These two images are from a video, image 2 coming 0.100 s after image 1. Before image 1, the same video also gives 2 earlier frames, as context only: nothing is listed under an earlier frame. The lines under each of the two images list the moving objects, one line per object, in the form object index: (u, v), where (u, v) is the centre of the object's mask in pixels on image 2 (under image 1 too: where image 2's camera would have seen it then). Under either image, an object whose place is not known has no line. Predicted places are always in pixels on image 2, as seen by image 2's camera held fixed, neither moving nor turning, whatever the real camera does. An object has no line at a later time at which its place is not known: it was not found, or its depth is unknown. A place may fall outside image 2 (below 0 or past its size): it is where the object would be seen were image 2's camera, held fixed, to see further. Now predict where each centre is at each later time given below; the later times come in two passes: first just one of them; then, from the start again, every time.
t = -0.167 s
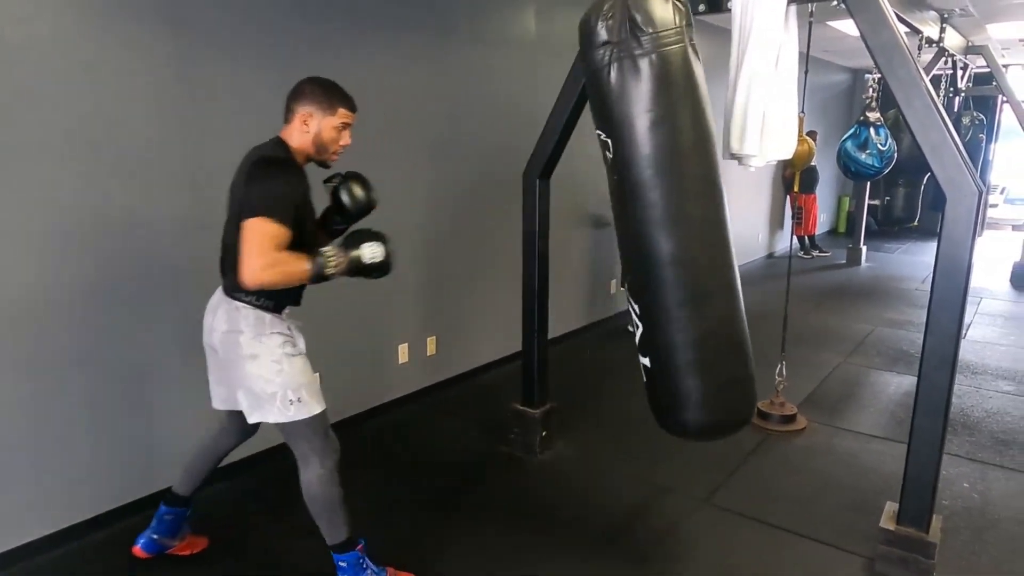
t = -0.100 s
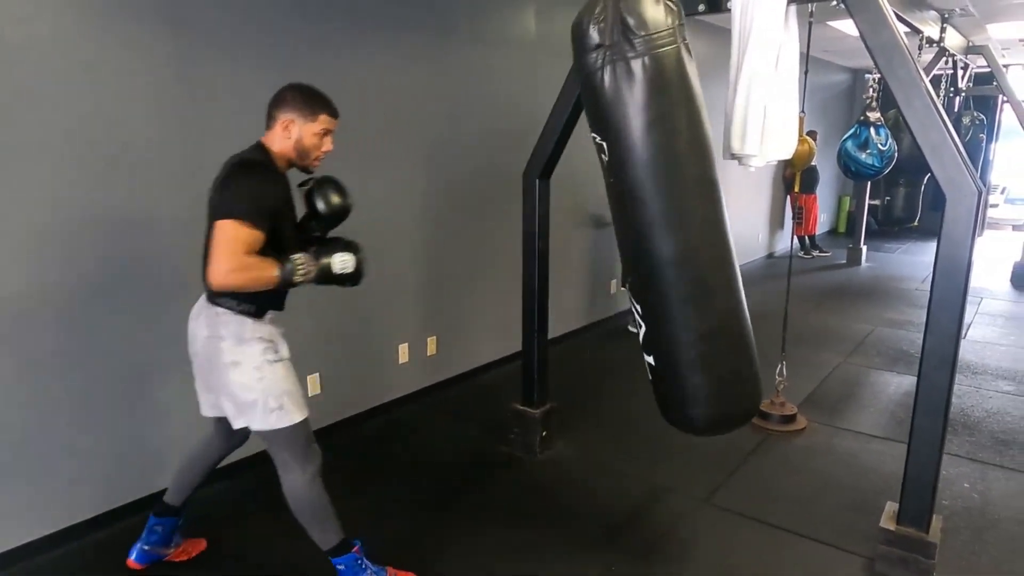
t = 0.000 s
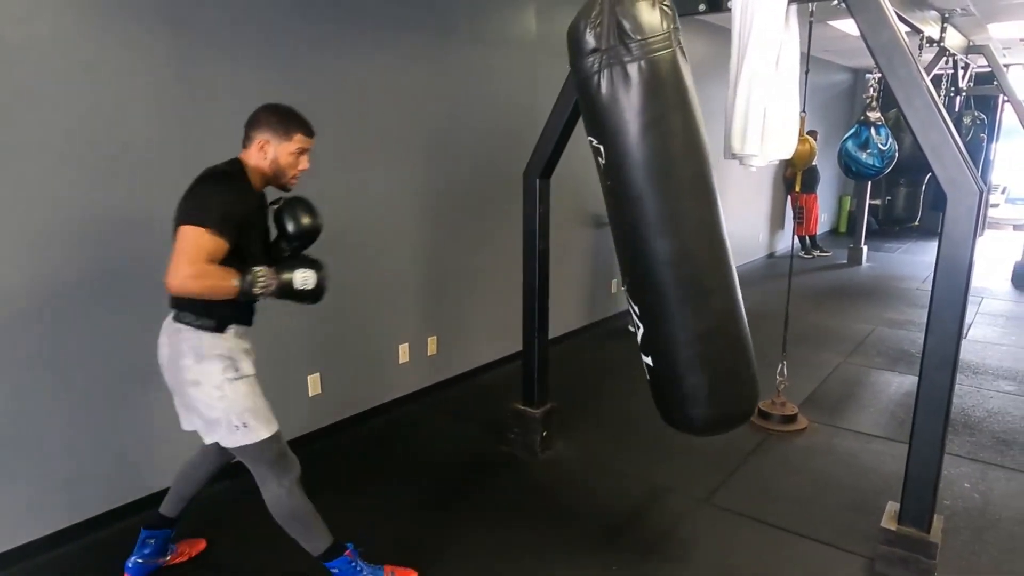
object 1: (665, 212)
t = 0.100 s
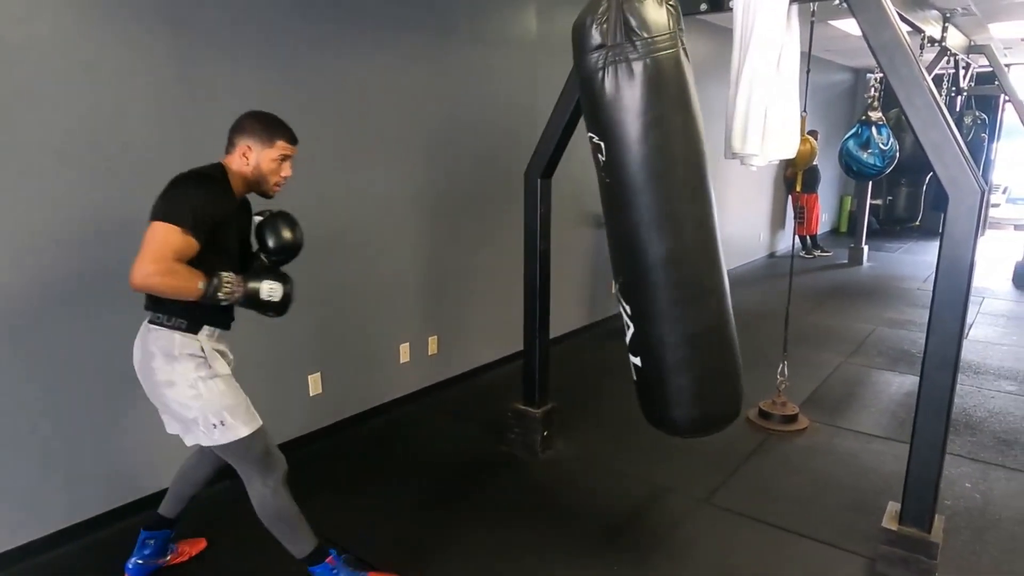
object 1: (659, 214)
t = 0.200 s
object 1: (645, 217)
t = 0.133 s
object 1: (655, 214)
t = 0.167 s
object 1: (650, 216)
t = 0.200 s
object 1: (645, 217)
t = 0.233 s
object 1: (639, 218)
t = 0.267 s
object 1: (633, 220)
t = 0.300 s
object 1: (627, 222)
